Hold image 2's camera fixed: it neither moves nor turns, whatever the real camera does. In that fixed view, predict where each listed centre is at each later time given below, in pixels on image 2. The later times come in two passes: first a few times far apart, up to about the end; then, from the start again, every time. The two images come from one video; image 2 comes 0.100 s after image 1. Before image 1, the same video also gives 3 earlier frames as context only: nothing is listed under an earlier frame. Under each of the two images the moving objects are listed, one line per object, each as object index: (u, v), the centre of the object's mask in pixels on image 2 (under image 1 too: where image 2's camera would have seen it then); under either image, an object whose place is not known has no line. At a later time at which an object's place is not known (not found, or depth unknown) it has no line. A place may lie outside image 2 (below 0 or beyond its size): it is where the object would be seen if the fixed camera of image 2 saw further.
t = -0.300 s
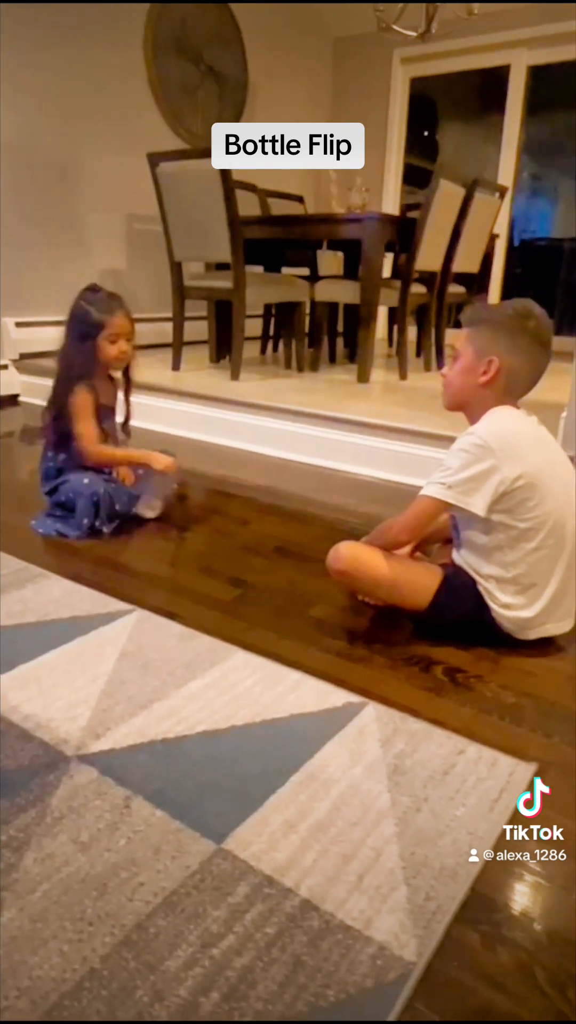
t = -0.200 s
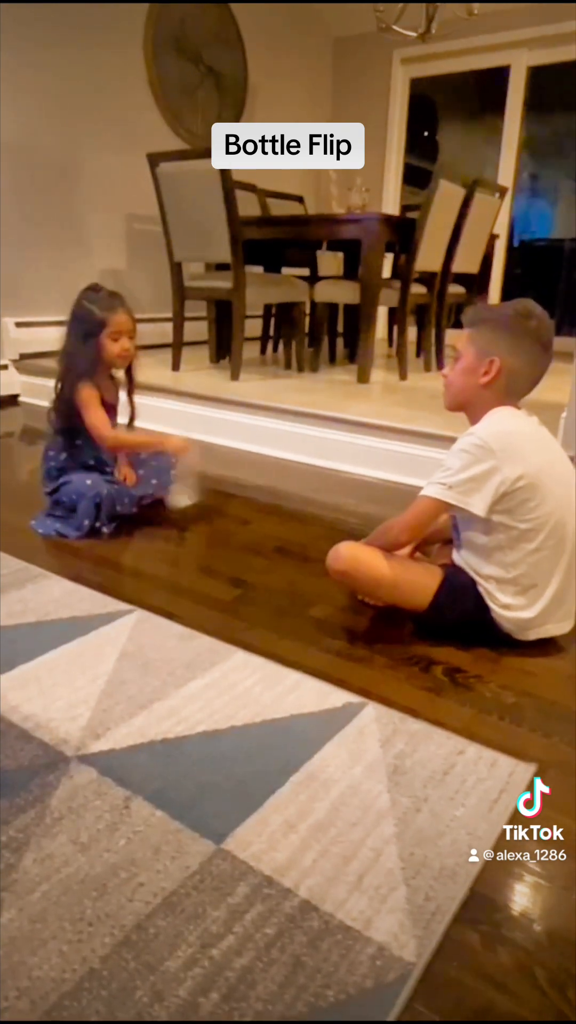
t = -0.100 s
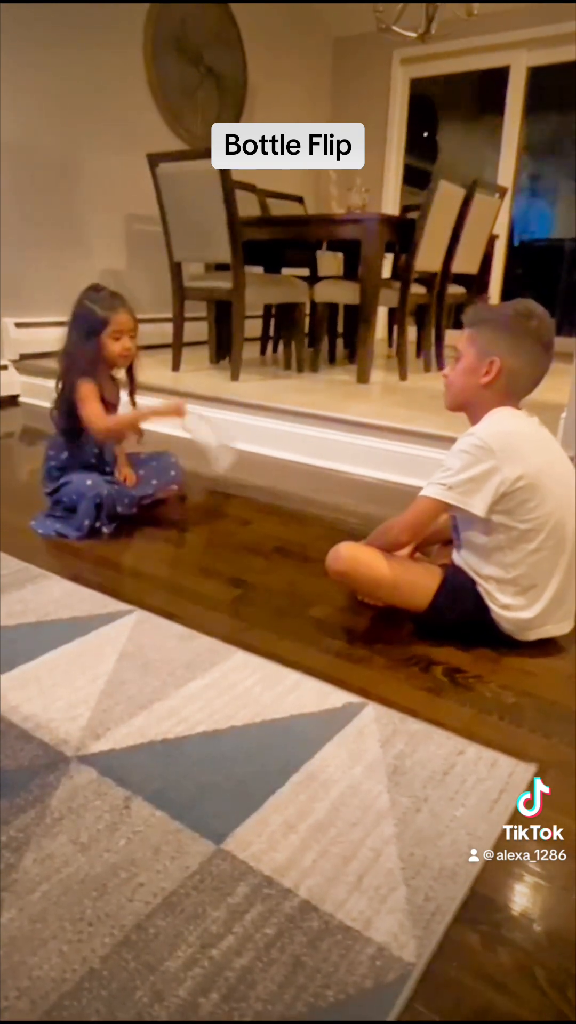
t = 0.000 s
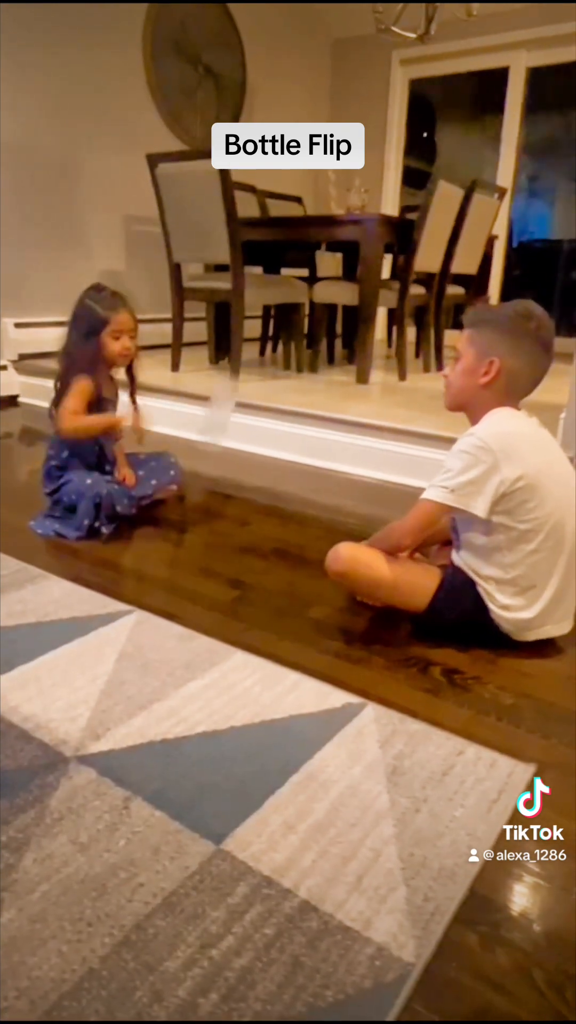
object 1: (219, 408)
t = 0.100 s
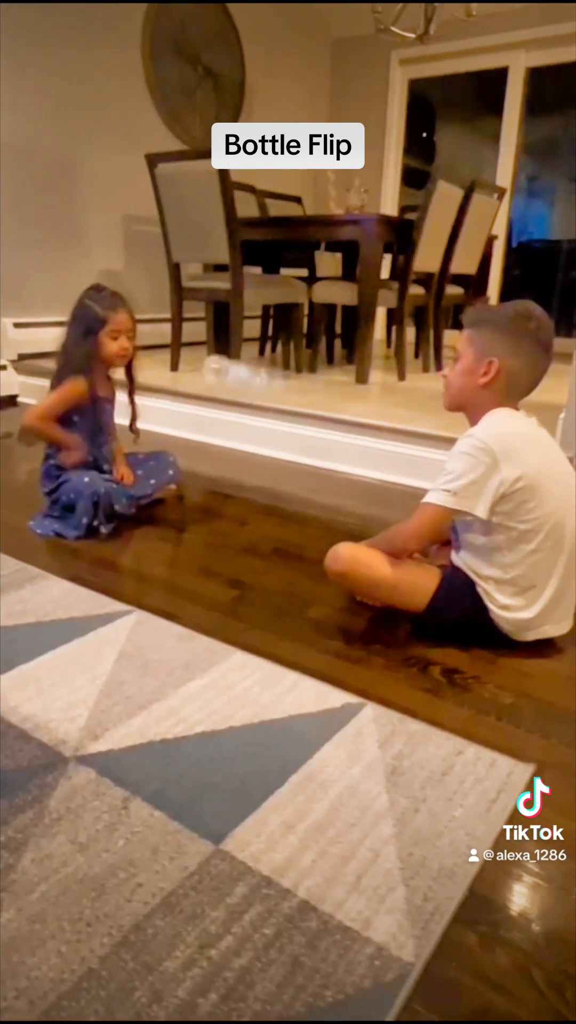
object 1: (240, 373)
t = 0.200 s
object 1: (237, 370)
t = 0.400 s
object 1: (218, 528)
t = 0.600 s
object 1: (201, 558)
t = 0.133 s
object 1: (243, 368)
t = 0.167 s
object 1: (238, 367)
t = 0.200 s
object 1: (237, 370)
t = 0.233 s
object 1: (231, 384)
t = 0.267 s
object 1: (226, 406)
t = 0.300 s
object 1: (224, 439)
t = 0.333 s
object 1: (223, 470)
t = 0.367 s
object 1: (221, 498)
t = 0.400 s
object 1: (218, 528)
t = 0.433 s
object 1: (206, 539)
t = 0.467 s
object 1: (204, 552)
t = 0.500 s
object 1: (205, 555)
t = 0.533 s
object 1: (204, 557)
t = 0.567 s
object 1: (202, 558)
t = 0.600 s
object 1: (201, 558)
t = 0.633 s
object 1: (201, 558)
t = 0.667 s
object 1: (200, 559)
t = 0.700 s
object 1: (200, 560)
